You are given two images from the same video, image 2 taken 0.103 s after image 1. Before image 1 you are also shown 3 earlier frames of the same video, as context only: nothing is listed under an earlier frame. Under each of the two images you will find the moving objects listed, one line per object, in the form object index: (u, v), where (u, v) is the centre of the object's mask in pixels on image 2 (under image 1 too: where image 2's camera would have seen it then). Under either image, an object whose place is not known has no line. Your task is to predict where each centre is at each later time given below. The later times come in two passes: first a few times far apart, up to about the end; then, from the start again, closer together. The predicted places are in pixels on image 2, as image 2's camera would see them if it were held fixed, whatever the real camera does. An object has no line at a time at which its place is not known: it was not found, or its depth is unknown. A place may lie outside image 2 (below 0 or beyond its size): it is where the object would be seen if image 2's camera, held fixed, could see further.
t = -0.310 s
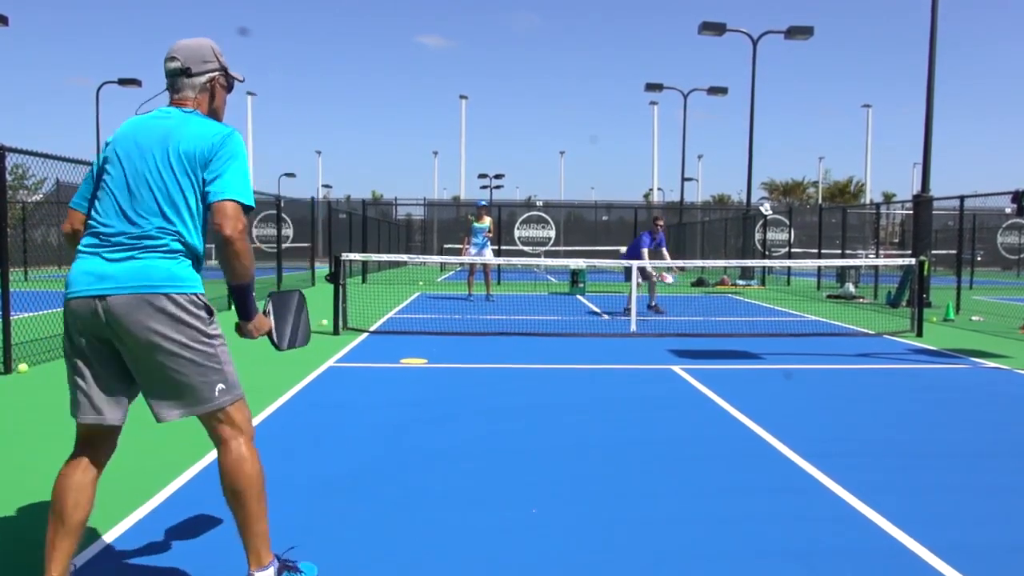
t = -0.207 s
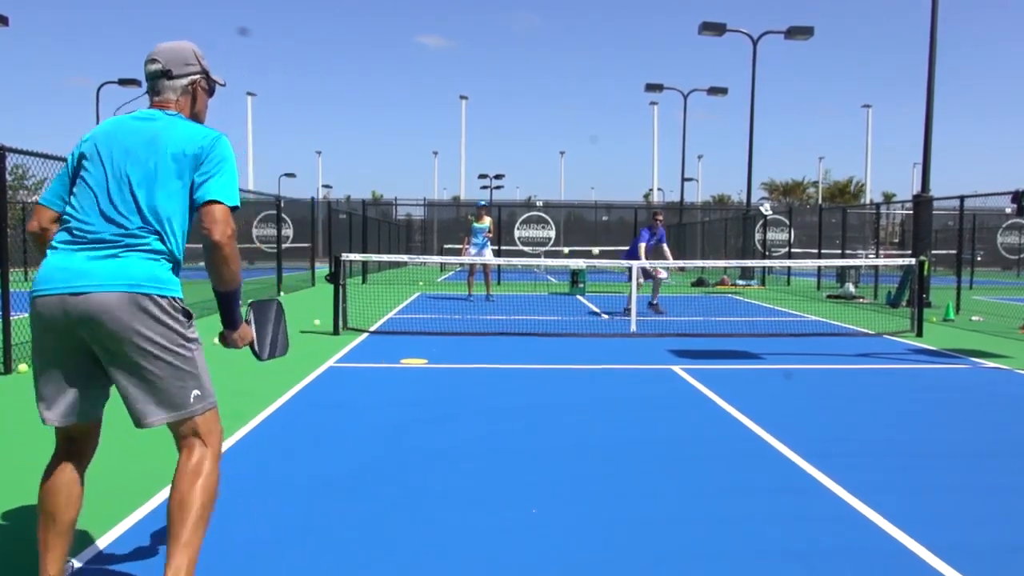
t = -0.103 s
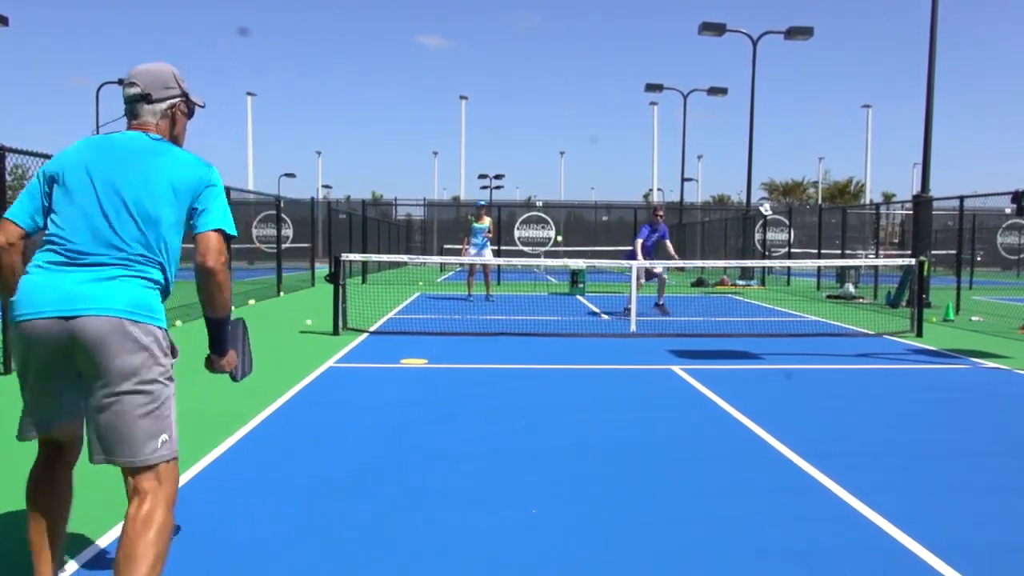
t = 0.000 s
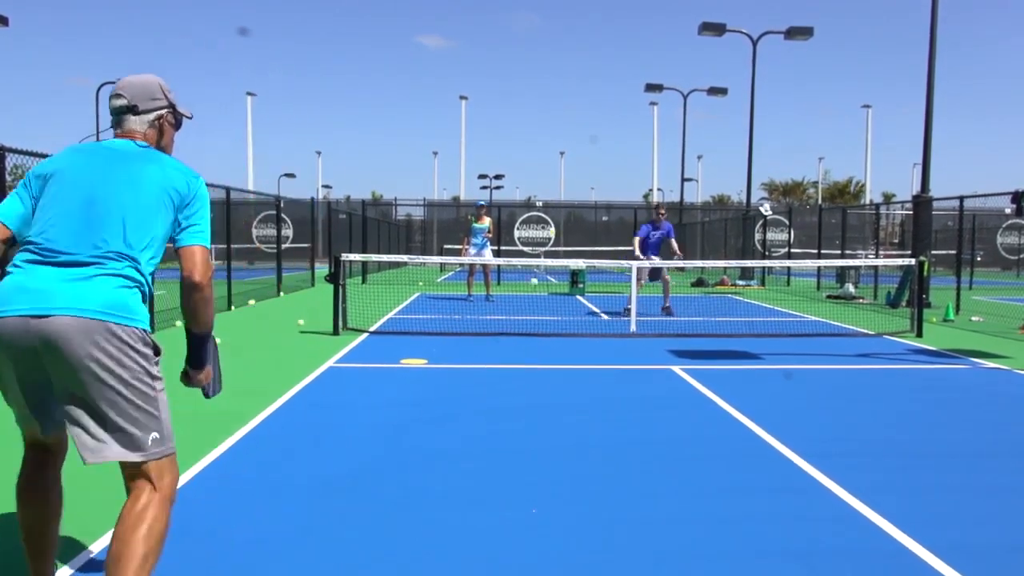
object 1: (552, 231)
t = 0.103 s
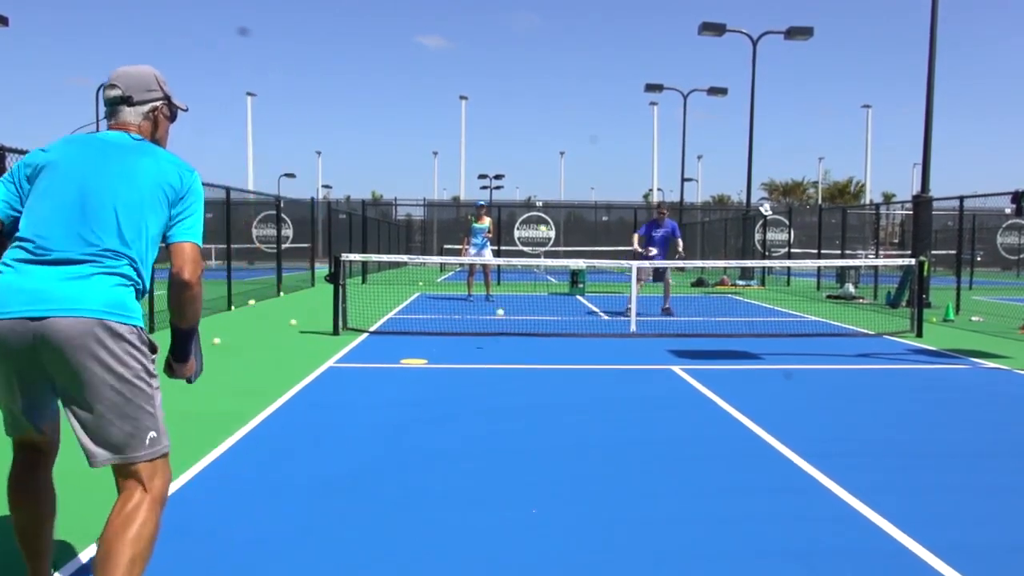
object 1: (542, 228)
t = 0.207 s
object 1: (527, 241)
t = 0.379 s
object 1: (501, 288)
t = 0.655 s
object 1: (440, 398)
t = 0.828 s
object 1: (398, 394)
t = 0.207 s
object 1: (527, 241)
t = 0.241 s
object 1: (522, 247)
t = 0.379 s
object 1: (501, 288)
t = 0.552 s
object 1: (462, 395)
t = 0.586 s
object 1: (452, 413)
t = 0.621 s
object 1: (446, 405)
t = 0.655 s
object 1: (440, 398)
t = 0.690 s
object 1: (432, 393)
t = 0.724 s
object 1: (425, 390)
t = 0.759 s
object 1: (416, 389)
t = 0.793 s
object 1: (408, 391)
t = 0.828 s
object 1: (398, 394)
